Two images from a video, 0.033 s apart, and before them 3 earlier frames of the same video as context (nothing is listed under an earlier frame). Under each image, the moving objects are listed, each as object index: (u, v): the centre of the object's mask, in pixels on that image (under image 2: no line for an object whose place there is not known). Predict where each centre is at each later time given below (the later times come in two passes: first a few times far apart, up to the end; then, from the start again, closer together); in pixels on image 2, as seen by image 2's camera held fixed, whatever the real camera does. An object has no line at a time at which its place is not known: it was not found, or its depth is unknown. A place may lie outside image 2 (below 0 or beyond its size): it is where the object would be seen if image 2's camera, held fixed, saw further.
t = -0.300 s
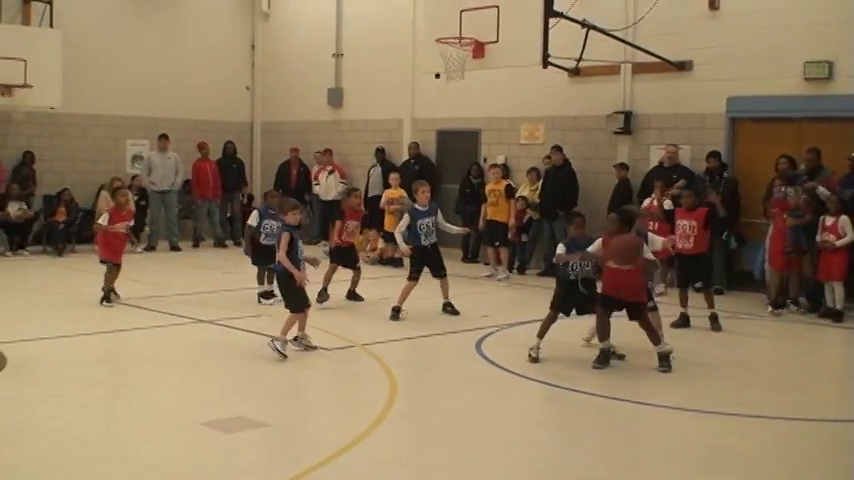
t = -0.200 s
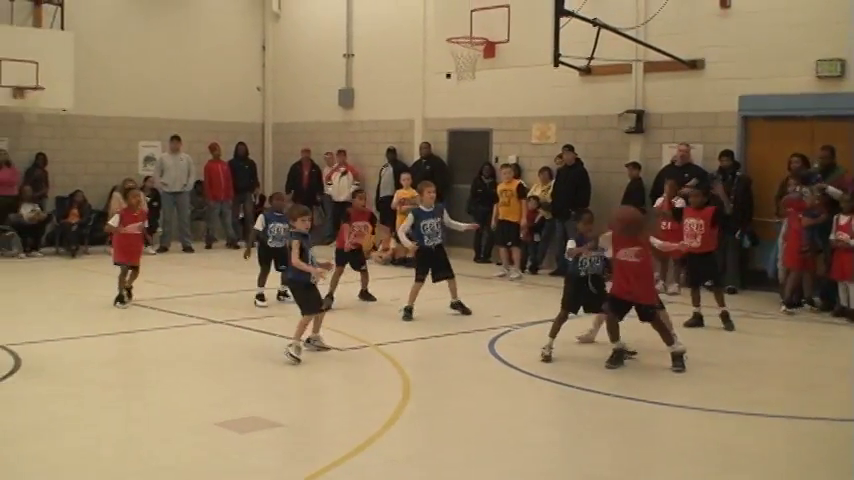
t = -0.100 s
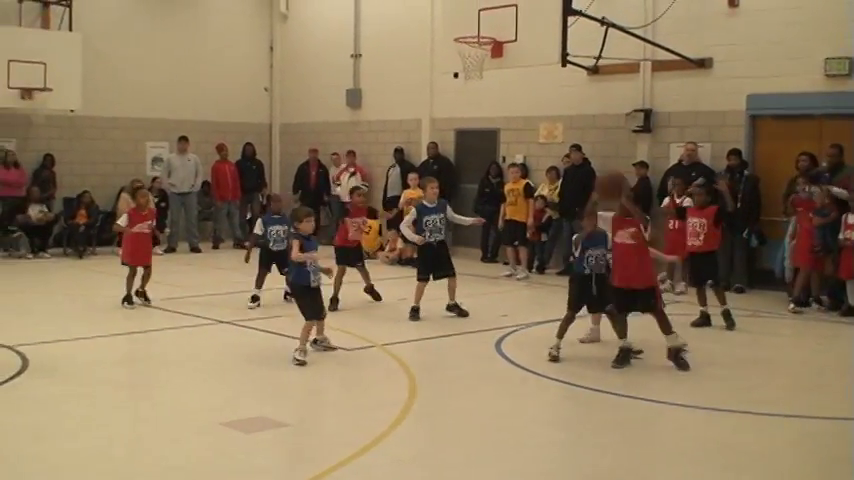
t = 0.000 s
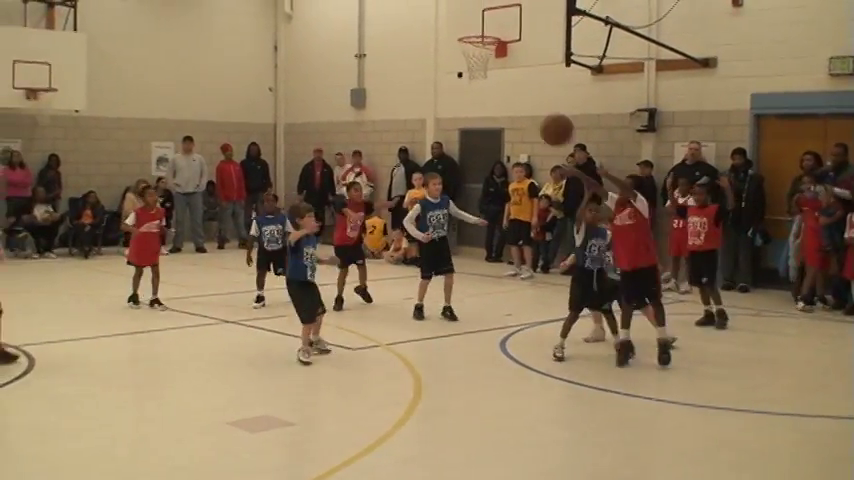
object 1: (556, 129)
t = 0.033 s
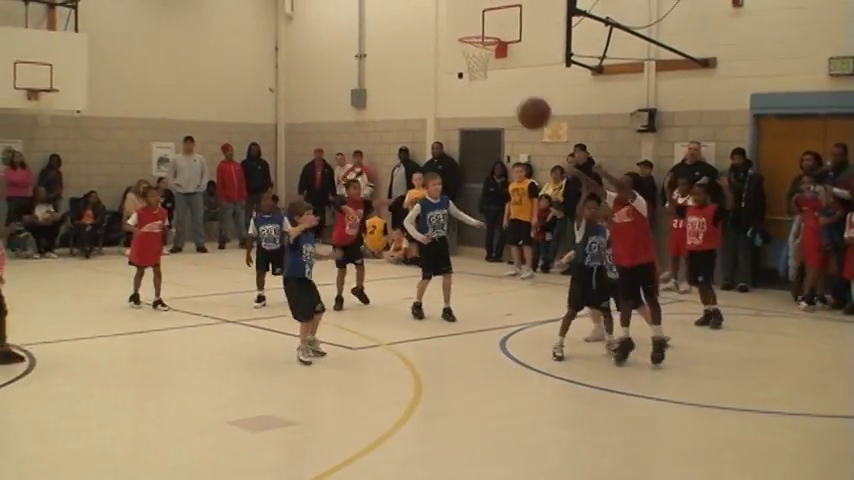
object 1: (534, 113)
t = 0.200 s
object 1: (415, 50)
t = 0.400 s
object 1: (263, 22)
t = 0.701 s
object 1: (16, 95)
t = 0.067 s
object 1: (510, 98)
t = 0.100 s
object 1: (487, 83)
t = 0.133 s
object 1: (463, 71)
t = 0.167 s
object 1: (439, 60)
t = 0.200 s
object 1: (415, 50)
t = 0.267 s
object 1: (365, 34)
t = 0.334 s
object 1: (314, 25)
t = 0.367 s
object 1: (289, 23)
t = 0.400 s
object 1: (263, 22)
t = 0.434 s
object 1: (236, 24)
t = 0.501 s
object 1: (183, 32)
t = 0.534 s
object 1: (156, 38)
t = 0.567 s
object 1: (128, 45)
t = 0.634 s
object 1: (71, 66)
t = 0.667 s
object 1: (44, 80)
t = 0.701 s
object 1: (16, 95)
